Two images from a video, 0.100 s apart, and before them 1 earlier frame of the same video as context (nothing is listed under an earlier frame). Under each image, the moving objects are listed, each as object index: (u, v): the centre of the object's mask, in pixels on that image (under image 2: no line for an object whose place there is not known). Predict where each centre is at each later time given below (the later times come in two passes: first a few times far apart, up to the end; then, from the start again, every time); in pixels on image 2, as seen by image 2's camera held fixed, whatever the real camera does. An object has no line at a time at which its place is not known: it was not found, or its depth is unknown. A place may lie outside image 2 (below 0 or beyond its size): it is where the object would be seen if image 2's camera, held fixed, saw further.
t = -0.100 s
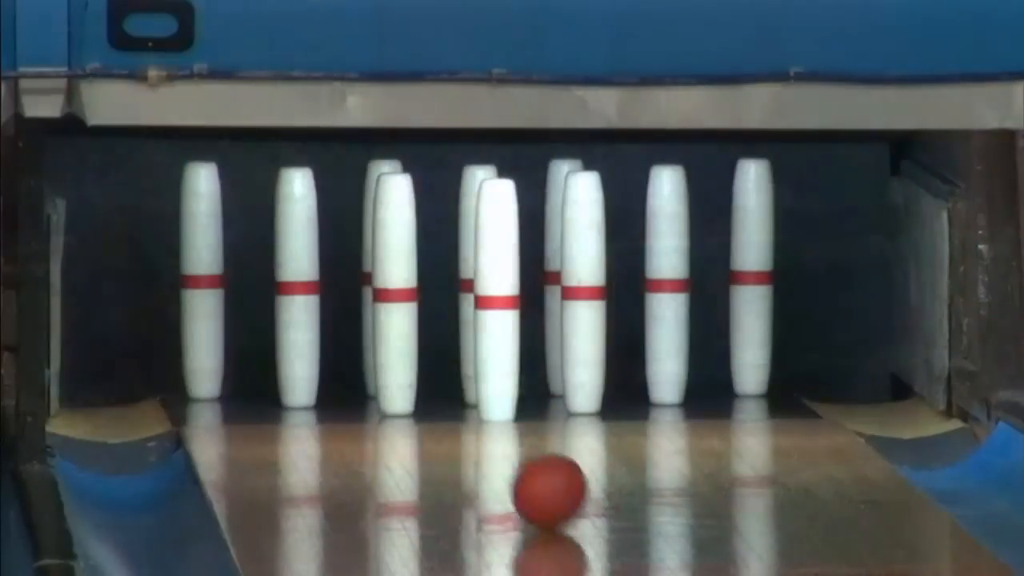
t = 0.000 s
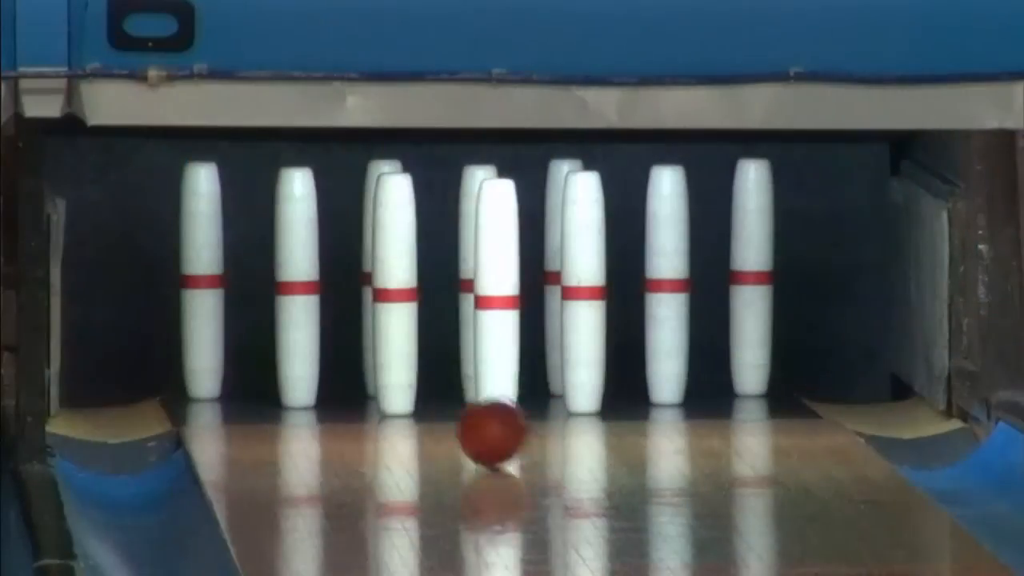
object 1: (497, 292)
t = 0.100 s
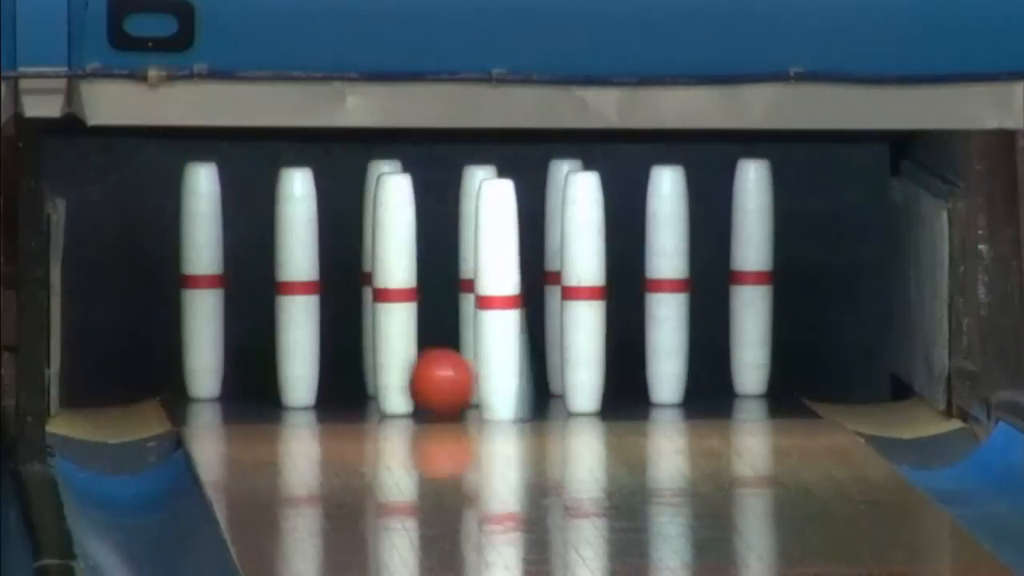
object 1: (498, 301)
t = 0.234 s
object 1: (606, 332)
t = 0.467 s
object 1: (813, 379)
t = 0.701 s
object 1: (687, 389)
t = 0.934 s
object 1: (572, 393)
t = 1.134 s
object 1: (501, 396)
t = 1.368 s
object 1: (443, 396)
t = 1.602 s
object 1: (413, 398)
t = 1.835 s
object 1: (404, 398)
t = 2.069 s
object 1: (398, 399)
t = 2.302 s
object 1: (391, 400)
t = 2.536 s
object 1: (384, 401)
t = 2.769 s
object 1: (377, 401)
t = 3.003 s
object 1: (369, 402)
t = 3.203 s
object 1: (362, 402)
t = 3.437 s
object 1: (354, 402)
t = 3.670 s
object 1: (349, 403)
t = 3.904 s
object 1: (346, 403)
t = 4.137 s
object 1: (345, 403)
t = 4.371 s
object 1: (344, 403)
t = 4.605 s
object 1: (343, 404)
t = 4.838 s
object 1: (343, 404)
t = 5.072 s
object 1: (343, 403)
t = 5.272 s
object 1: (343, 403)
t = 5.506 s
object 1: (343, 403)
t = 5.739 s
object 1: (343, 403)
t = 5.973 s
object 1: (343, 403)
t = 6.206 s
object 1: (343, 403)
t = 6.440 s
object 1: (343, 403)
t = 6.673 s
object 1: (343, 403)
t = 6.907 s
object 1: (343, 403)
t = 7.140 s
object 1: (343, 403)
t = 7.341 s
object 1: (343, 403)
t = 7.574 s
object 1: (343, 403)
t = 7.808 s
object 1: (343, 403)
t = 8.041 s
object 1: (343, 403)
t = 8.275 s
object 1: (343, 403)
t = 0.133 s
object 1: (528, 304)
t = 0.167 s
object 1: (556, 299)
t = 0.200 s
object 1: (578, 309)
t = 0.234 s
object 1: (606, 332)
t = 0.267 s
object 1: (647, 327)
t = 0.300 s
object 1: (679, 320)
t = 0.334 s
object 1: (708, 322)
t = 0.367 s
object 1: (732, 331)
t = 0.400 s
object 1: (750, 343)
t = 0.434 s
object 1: (790, 368)
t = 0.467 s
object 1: (813, 379)
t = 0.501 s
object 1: (794, 392)
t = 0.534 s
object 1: (775, 388)
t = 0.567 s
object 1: (756, 384)
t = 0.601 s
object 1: (739, 385)
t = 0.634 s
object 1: (723, 390)
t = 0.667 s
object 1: (705, 393)
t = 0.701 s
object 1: (687, 389)
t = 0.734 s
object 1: (667, 388)
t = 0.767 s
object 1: (650, 392)
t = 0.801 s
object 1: (634, 393)
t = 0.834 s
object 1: (617, 391)
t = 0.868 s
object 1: (603, 393)
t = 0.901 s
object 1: (586, 395)
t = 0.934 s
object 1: (572, 393)
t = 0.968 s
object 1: (558, 394)
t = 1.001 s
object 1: (547, 394)
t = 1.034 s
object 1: (535, 394)
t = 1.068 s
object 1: (523, 395)
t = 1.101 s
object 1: (511, 394)
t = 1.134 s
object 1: (501, 396)
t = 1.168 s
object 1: (492, 395)
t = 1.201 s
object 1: (481, 396)
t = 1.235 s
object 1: (472, 395)
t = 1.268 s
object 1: (464, 396)
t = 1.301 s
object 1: (457, 396)
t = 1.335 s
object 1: (448, 396)
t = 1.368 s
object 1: (443, 396)
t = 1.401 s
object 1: (438, 397)
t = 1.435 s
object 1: (432, 397)
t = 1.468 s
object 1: (427, 397)
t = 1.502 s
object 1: (423, 397)
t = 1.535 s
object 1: (419, 397)
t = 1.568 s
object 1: (415, 397)
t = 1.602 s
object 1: (413, 398)
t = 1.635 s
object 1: (410, 398)
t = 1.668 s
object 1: (408, 398)
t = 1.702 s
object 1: (407, 398)
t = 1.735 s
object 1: (406, 398)
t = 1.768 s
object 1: (406, 398)
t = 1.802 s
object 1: (405, 398)
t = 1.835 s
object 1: (404, 398)
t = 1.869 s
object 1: (403, 399)
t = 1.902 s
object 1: (402, 399)
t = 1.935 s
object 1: (401, 399)
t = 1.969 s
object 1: (400, 399)
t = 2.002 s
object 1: (399, 399)
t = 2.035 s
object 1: (398, 399)
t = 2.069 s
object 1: (398, 399)
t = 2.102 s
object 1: (397, 399)
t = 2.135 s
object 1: (396, 400)
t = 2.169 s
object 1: (395, 400)
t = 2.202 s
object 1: (394, 400)
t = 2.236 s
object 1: (393, 400)
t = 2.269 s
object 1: (392, 400)
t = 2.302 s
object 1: (391, 400)
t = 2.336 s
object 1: (390, 400)
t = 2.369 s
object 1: (389, 400)
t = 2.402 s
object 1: (388, 400)
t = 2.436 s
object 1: (387, 400)
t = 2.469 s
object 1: (386, 400)
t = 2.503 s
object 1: (385, 400)
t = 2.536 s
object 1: (384, 401)
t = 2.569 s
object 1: (383, 401)
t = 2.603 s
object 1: (381, 401)
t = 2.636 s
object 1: (380, 401)
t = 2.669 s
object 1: (379, 401)
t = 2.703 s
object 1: (378, 401)
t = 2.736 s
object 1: (378, 401)
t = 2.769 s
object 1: (377, 401)
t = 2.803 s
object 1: (375, 401)
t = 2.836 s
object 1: (374, 401)
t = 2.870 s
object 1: (373, 401)
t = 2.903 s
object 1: (372, 401)
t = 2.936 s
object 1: (371, 401)
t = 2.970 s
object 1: (370, 402)
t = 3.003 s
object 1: (369, 402)
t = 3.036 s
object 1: (368, 402)
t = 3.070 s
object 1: (367, 402)
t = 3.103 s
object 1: (365, 402)
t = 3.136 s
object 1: (364, 402)
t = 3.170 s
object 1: (363, 402)
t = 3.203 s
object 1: (362, 402)
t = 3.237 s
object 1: (361, 402)
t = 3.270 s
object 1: (359, 402)
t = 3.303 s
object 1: (358, 402)
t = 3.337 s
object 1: (357, 402)
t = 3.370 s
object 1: (356, 402)
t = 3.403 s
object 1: (355, 402)
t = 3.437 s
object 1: (354, 402)
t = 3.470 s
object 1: (353, 402)
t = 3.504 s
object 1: (352, 403)
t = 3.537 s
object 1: (351, 403)
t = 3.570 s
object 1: (350, 403)
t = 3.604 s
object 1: (350, 403)
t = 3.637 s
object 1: (349, 403)
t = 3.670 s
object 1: (349, 403)
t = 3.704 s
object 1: (348, 403)
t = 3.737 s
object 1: (348, 403)
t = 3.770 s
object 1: (347, 403)
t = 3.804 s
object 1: (347, 403)
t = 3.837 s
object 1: (347, 403)
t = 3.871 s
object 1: (347, 403)
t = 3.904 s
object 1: (346, 403)
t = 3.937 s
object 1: (346, 403)
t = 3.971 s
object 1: (346, 403)
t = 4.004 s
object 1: (346, 403)
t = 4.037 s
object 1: (346, 403)
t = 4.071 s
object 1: (345, 403)
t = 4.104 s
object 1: (345, 403)
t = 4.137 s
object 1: (345, 403)
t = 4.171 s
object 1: (345, 403)
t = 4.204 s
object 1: (345, 403)
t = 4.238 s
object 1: (344, 403)
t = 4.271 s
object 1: (344, 403)
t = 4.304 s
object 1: (344, 403)
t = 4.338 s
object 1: (344, 403)
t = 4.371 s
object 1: (344, 403)
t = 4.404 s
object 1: (344, 403)
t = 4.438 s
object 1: (343, 404)
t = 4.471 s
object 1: (343, 403)
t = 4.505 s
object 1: (343, 404)
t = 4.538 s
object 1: (343, 404)
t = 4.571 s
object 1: (343, 404)
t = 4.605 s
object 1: (343, 404)
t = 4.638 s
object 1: (343, 404)
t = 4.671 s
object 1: (343, 404)
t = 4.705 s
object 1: (343, 404)
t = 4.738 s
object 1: (343, 404)
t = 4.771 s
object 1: (343, 404)
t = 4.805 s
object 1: (343, 404)
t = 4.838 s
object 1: (343, 404)
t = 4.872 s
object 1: (343, 404)
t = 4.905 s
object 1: (343, 403)
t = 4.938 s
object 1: (343, 403)
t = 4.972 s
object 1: (343, 403)
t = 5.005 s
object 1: (343, 403)
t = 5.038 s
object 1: (343, 403)
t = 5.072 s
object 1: (343, 403)
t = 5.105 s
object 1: (343, 403)
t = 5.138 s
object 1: (343, 403)
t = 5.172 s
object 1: (343, 403)
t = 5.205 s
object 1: (343, 403)
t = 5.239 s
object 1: (343, 403)
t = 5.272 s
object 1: (343, 403)
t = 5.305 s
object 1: (343, 403)
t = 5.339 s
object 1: (343, 403)
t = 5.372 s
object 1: (343, 403)
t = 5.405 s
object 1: (343, 403)
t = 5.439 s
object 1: (343, 403)
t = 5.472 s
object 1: (343, 403)
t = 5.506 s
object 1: (343, 403)
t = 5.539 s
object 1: (343, 403)
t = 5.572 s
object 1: (343, 403)
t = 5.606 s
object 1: (343, 403)
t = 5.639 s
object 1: (343, 403)
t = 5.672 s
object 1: (343, 403)
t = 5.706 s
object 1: (343, 403)
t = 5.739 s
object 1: (343, 403)
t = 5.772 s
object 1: (343, 403)
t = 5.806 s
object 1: (343, 403)
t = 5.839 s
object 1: (343, 403)
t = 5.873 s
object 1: (343, 403)
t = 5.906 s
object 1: (343, 403)
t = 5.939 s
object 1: (343, 403)
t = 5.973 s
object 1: (343, 403)
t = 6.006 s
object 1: (343, 403)
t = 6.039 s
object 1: (343, 403)
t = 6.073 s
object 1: (343, 403)
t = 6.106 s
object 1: (343, 403)
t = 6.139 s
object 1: (343, 403)
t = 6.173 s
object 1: (343, 403)
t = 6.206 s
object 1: (343, 403)
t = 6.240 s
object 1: (343, 403)
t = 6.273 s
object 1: (343, 403)
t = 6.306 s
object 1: (343, 403)
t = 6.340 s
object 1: (343, 403)
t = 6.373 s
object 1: (343, 403)
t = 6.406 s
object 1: (343, 403)
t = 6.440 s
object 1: (343, 403)
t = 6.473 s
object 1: (343, 403)
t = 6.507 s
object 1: (343, 403)
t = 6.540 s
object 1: (343, 403)
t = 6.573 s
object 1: (343, 403)
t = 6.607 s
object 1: (343, 403)
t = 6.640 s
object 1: (343, 403)
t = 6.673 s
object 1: (343, 403)
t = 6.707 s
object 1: (343, 403)
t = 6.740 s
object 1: (343, 403)
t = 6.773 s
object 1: (343, 403)
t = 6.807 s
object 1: (343, 403)
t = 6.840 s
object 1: (343, 403)
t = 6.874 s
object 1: (343, 403)
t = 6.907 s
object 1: (343, 403)
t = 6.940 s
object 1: (343, 403)
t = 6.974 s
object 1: (343, 403)
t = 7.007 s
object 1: (343, 403)
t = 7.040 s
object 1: (343, 403)
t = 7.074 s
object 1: (343, 403)
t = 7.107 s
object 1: (343, 403)
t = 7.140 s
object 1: (343, 403)
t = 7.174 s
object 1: (343, 403)
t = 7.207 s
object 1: (343, 403)
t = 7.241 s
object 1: (343, 403)
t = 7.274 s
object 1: (343, 403)
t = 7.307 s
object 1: (343, 403)
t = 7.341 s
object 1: (343, 403)
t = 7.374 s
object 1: (343, 403)
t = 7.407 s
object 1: (343, 403)
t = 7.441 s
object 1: (343, 403)
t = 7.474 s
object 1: (343, 403)
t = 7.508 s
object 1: (343, 403)
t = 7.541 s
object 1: (343, 403)
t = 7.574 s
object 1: (343, 403)
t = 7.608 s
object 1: (343, 403)
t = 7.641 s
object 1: (343, 403)
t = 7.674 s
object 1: (343, 403)
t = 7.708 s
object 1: (343, 403)
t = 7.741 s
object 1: (343, 403)
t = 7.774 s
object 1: (343, 403)
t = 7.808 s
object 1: (343, 403)
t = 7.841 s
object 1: (343, 403)
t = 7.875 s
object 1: (343, 403)
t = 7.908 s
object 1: (343, 403)
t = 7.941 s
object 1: (343, 403)
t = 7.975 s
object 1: (343, 403)
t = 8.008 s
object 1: (343, 403)
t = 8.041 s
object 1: (343, 403)
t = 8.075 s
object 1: (343, 403)
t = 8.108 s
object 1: (343, 403)
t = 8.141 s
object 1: (343, 403)
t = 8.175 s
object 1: (343, 403)
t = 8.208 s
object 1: (343, 403)
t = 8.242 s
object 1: (343, 403)
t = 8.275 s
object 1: (343, 403)
